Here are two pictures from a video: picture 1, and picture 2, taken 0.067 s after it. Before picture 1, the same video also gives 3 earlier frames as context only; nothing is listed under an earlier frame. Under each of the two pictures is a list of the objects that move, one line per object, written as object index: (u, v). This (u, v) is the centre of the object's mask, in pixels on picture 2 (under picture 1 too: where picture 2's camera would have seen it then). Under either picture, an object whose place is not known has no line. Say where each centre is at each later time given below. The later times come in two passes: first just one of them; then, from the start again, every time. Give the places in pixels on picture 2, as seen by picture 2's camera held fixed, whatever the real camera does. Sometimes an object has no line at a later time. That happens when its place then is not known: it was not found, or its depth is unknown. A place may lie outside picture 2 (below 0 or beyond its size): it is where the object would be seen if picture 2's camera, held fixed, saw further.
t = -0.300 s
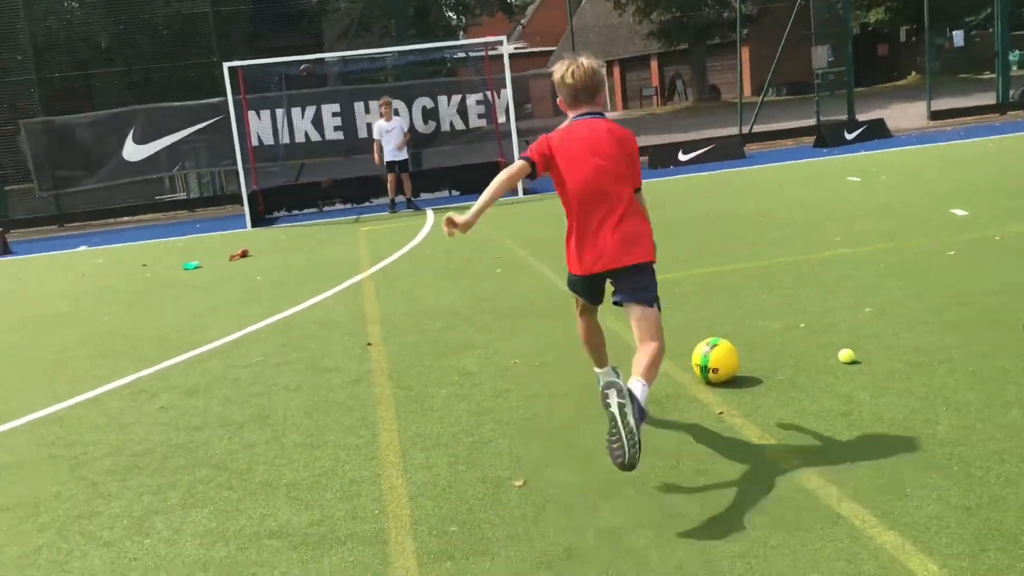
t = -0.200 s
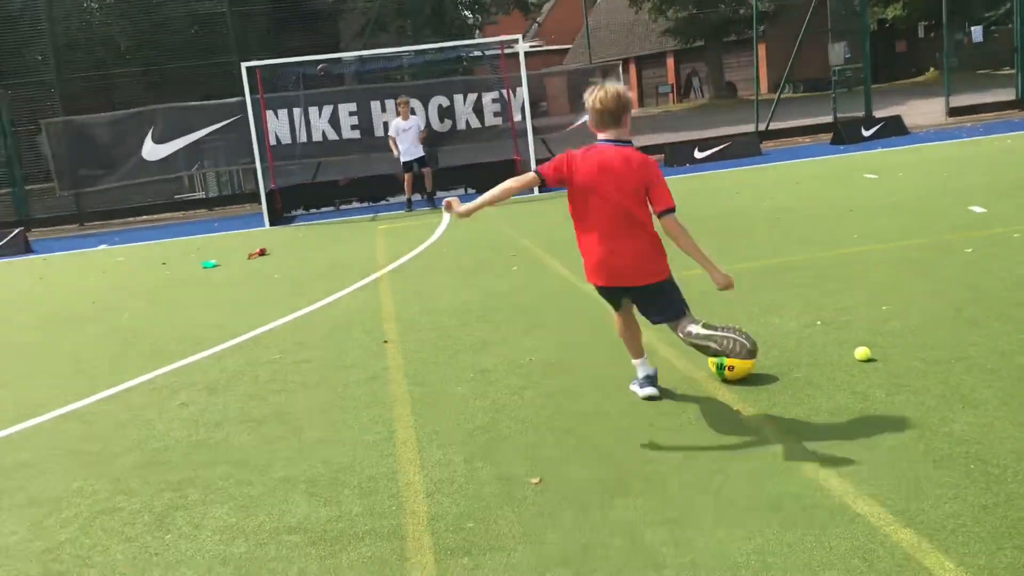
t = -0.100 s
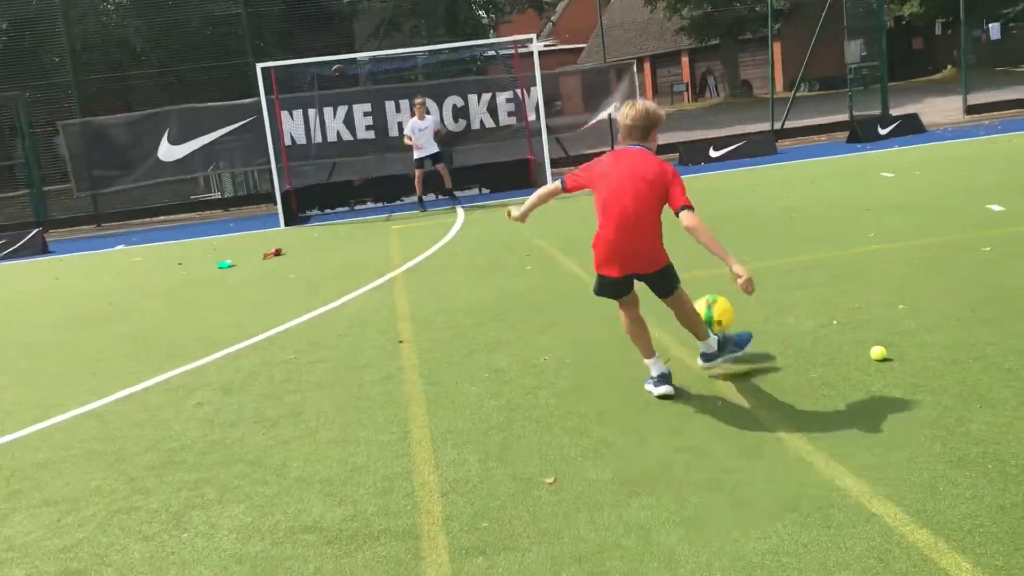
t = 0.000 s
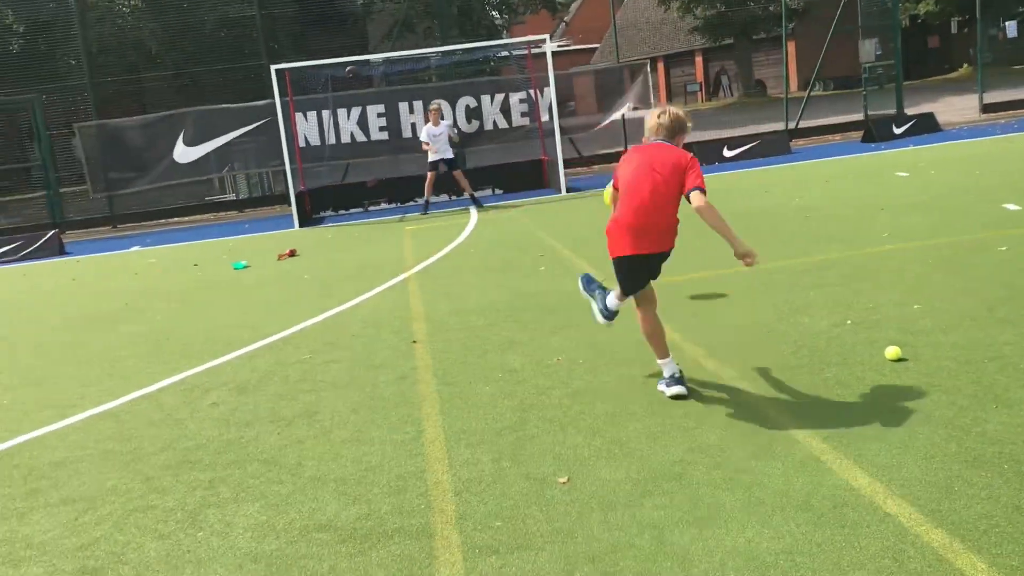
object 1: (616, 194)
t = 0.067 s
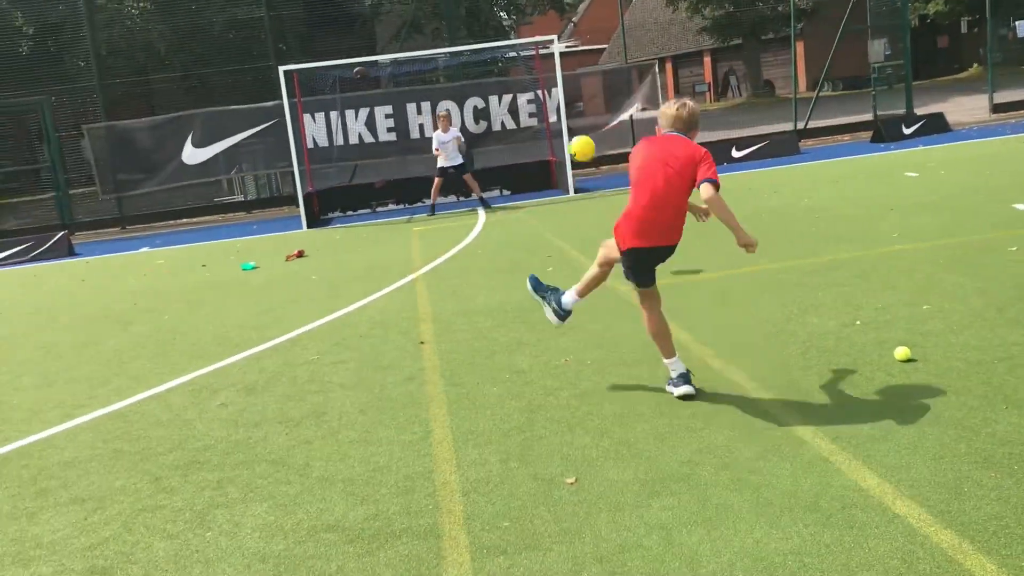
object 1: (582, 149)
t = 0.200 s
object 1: (516, 101)
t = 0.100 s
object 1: (563, 132)
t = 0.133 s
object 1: (546, 119)
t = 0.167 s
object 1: (530, 109)
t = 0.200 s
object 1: (516, 101)
